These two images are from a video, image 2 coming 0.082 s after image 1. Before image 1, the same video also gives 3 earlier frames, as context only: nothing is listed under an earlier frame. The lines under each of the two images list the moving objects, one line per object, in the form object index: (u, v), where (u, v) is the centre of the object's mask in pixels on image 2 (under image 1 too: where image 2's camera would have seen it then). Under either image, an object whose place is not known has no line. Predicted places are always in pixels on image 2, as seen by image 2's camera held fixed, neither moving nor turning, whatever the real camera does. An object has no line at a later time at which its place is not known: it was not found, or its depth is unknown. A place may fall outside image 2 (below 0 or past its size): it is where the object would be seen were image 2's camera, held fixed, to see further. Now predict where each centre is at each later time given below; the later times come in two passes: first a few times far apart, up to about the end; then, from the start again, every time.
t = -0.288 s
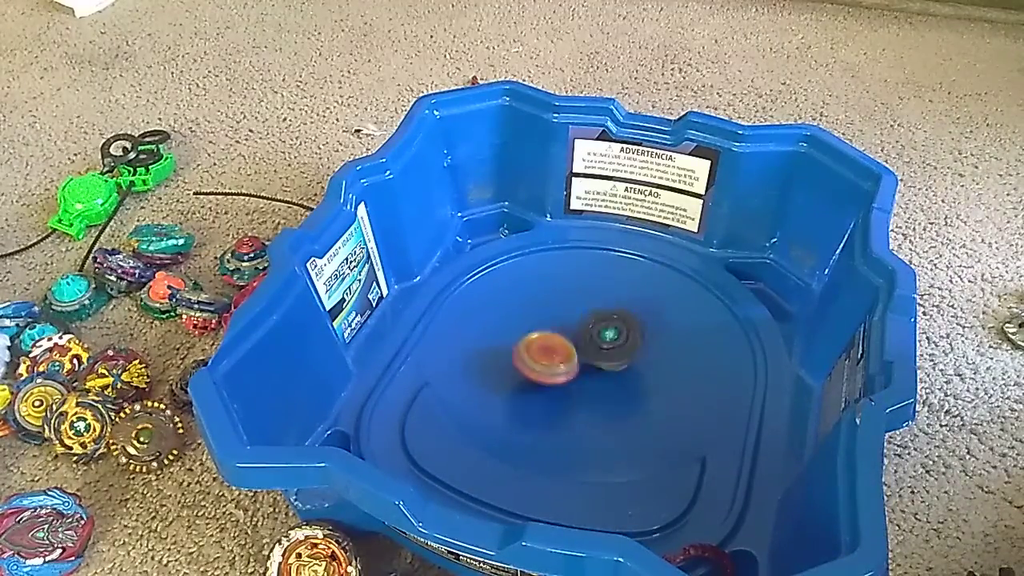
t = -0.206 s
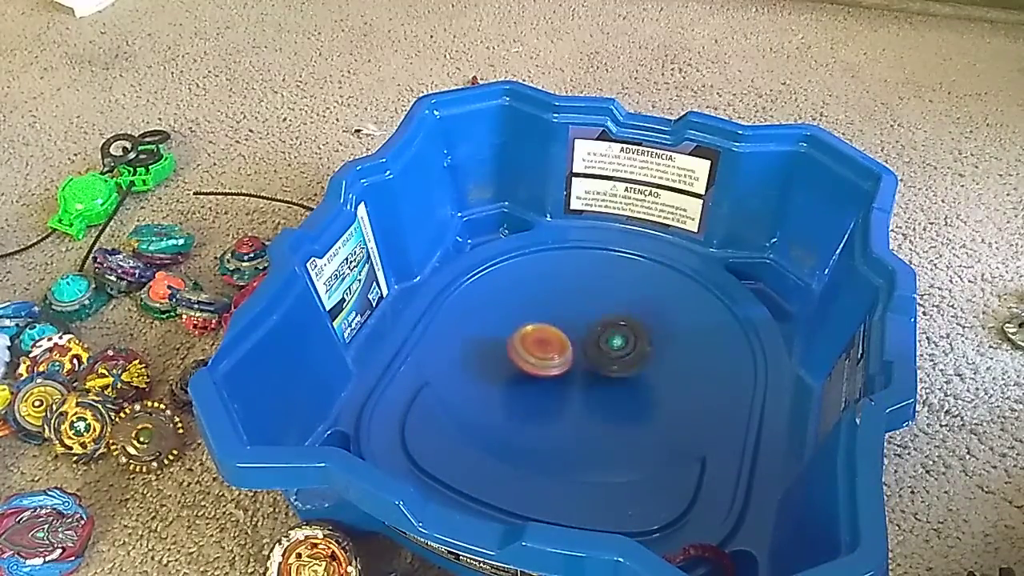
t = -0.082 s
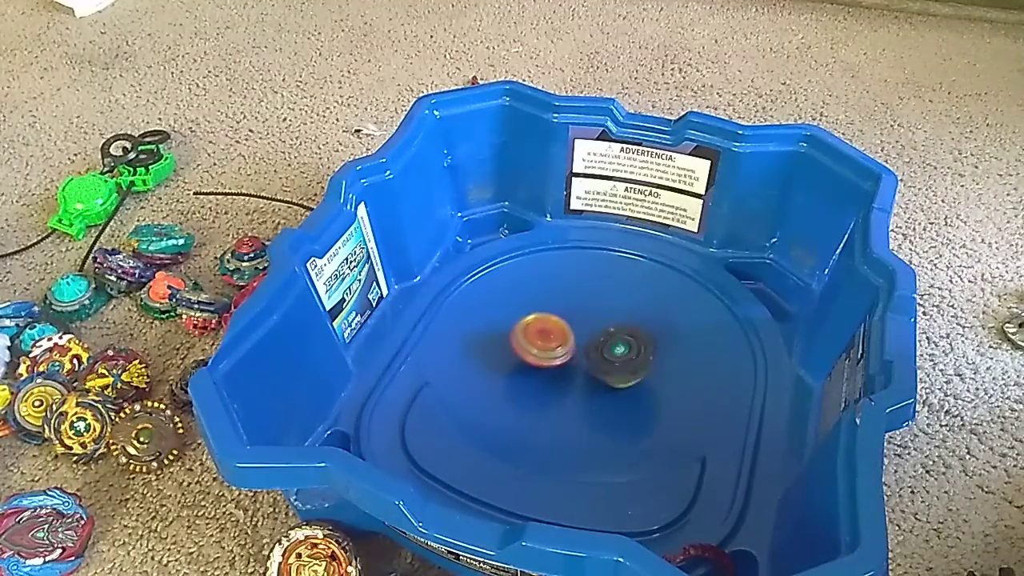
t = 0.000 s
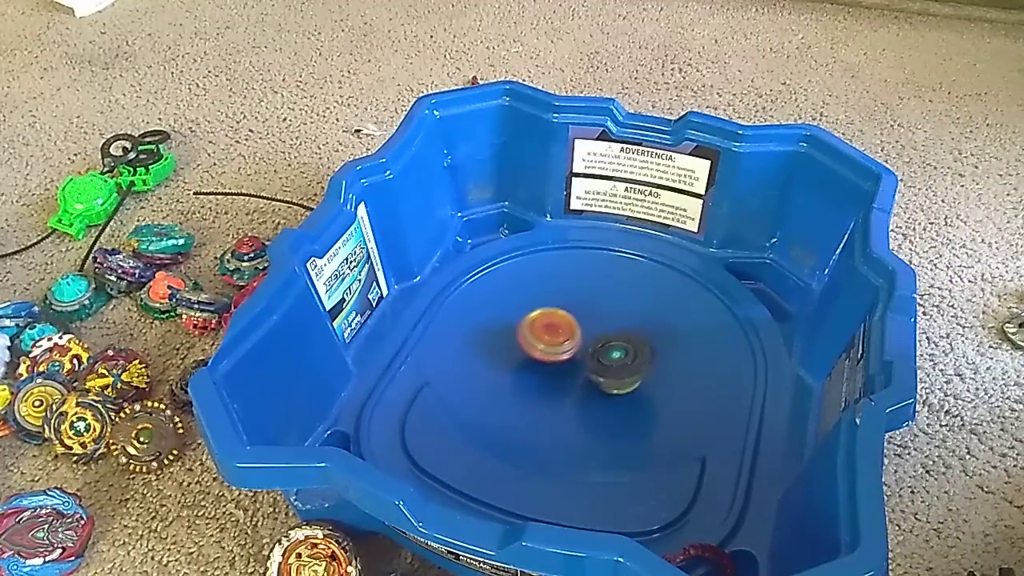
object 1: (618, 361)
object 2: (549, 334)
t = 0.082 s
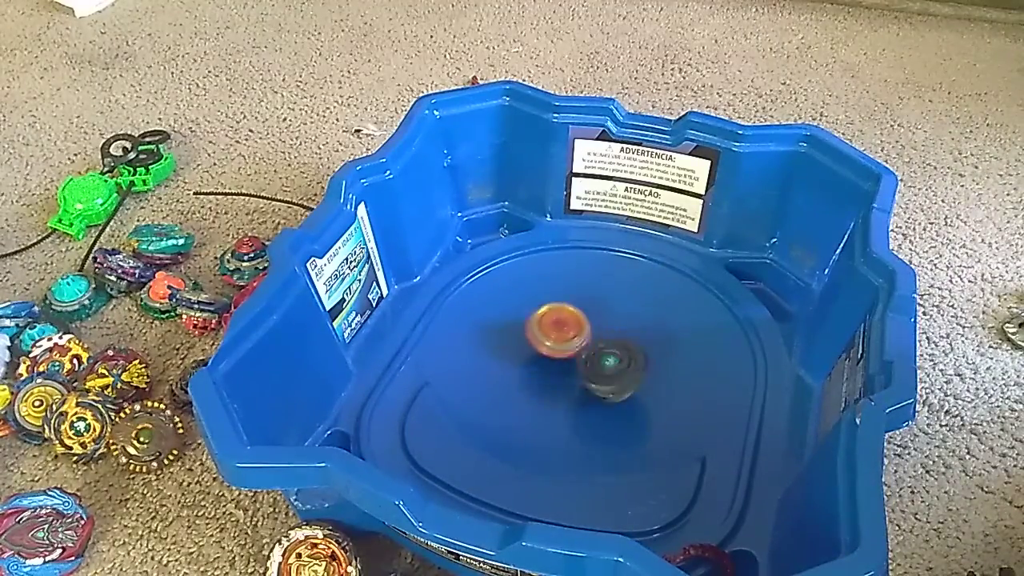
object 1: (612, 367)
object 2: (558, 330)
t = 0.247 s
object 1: (600, 380)
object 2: (573, 325)
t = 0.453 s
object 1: (563, 390)
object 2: (603, 326)
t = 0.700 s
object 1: (544, 368)
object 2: (613, 344)
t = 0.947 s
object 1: (561, 336)
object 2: (618, 368)
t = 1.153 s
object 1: (587, 322)
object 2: (595, 378)
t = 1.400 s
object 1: (604, 315)
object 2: (556, 373)
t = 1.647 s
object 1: (621, 327)
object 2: (533, 354)
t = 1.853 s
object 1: (624, 328)
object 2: (557, 337)
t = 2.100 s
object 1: (648, 327)
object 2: (584, 328)
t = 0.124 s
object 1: (609, 373)
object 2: (561, 327)
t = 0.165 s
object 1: (605, 376)
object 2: (564, 325)
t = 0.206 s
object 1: (602, 378)
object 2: (569, 325)
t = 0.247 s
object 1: (600, 380)
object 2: (573, 325)
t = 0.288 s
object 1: (594, 382)
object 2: (578, 326)
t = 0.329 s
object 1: (588, 383)
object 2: (583, 328)
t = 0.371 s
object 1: (583, 384)
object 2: (589, 329)
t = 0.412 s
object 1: (572, 390)
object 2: (597, 326)
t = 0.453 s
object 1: (563, 390)
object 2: (603, 326)
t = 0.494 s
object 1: (559, 389)
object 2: (606, 327)
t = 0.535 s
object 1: (554, 387)
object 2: (609, 329)
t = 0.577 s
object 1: (548, 384)
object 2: (611, 331)
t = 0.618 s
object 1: (545, 379)
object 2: (613, 335)
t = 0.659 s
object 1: (544, 373)
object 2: (613, 339)
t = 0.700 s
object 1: (544, 368)
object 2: (613, 344)
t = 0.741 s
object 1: (546, 362)
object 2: (613, 348)
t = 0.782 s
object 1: (545, 356)
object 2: (617, 354)
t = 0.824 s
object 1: (546, 349)
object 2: (620, 358)
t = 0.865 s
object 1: (549, 345)
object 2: (621, 362)
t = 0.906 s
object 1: (553, 338)
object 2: (620, 366)
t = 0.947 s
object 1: (561, 336)
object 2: (618, 368)
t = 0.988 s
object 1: (565, 331)
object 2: (614, 371)
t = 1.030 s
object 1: (570, 327)
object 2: (610, 373)
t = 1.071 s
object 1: (577, 326)
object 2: (606, 374)
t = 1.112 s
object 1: (584, 323)
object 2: (600, 376)
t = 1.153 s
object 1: (587, 322)
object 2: (595, 378)
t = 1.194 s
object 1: (596, 321)
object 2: (590, 379)
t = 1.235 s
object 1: (601, 325)
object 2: (584, 378)
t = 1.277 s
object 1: (602, 328)
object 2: (578, 377)
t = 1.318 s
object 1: (607, 332)
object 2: (571, 376)
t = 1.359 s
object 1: (607, 317)
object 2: (563, 375)
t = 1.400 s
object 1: (604, 315)
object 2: (556, 373)
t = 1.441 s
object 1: (600, 329)
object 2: (551, 369)
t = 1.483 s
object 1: (607, 340)
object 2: (542, 368)
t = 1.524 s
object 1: (615, 335)
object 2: (534, 365)
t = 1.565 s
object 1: (615, 331)
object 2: (531, 362)
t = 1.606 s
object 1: (619, 327)
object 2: (531, 358)
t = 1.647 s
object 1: (621, 327)
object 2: (533, 354)
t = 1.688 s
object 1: (622, 328)
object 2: (536, 350)
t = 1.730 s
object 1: (623, 328)
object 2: (540, 346)
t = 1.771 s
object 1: (623, 328)
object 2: (545, 343)
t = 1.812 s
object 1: (623, 328)
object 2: (551, 339)
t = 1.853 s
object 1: (624, 328)
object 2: (557, 337)
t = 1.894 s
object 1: (626, 327)
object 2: (565, 335)
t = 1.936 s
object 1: (632, 329)
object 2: (568, 334)
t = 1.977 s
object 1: (639, 329)
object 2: (571, 333)
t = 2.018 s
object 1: (642, 329)
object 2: (576, 333)
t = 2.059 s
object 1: (647, 328)
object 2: (582, 330)
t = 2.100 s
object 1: (648, 327)
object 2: (584, 328)
